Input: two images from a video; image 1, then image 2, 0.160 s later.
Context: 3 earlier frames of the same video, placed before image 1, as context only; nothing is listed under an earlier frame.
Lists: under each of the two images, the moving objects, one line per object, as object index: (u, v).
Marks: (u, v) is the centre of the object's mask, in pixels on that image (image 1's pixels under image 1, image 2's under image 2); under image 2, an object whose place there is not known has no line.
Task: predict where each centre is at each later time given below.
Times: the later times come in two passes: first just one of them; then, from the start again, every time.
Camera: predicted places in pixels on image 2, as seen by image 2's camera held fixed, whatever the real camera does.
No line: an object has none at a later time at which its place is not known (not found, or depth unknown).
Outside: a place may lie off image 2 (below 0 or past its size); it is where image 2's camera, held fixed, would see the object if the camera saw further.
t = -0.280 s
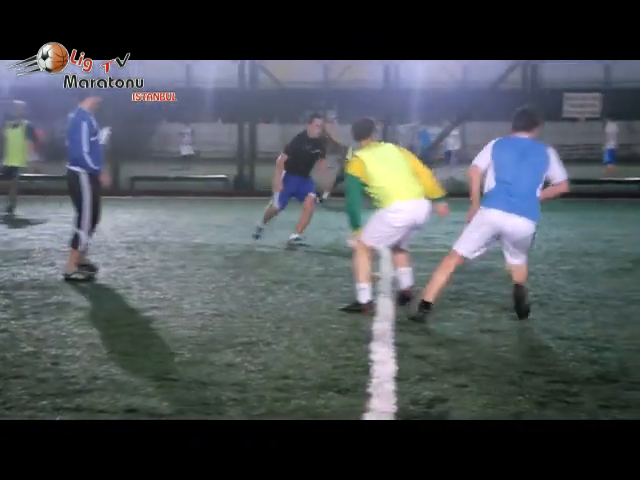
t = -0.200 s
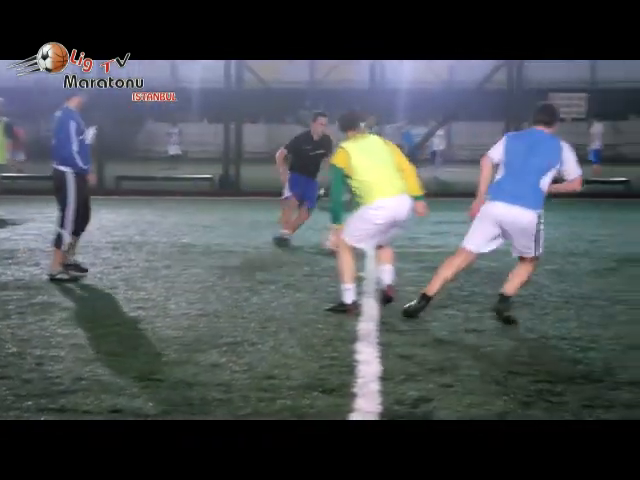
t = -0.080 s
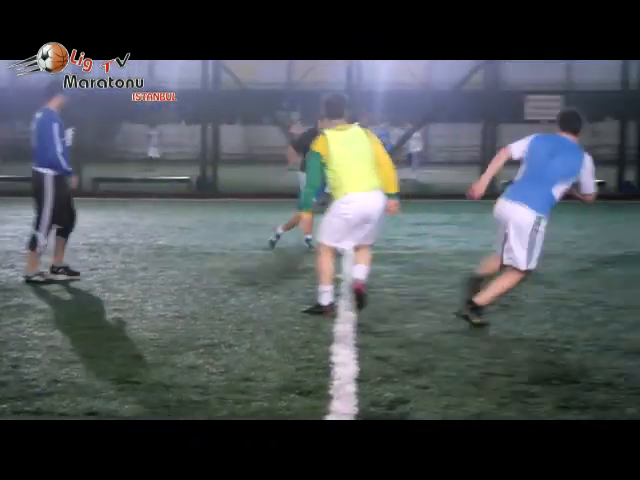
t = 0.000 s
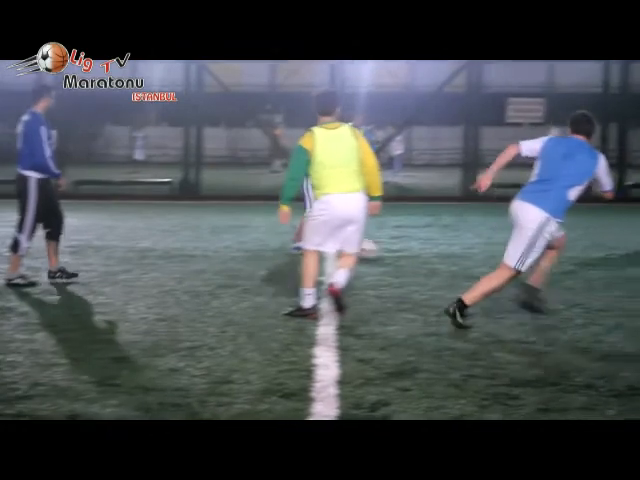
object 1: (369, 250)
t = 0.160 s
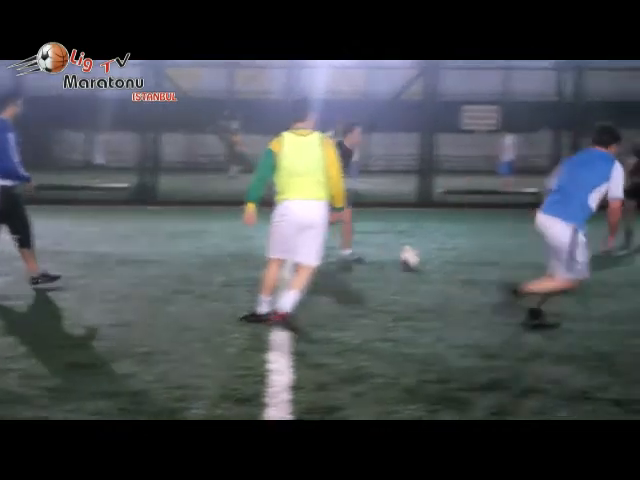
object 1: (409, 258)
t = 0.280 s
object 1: (469, 261)
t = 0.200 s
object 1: (430, 259)
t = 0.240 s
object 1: (450, 261)
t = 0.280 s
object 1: (469, 261)
